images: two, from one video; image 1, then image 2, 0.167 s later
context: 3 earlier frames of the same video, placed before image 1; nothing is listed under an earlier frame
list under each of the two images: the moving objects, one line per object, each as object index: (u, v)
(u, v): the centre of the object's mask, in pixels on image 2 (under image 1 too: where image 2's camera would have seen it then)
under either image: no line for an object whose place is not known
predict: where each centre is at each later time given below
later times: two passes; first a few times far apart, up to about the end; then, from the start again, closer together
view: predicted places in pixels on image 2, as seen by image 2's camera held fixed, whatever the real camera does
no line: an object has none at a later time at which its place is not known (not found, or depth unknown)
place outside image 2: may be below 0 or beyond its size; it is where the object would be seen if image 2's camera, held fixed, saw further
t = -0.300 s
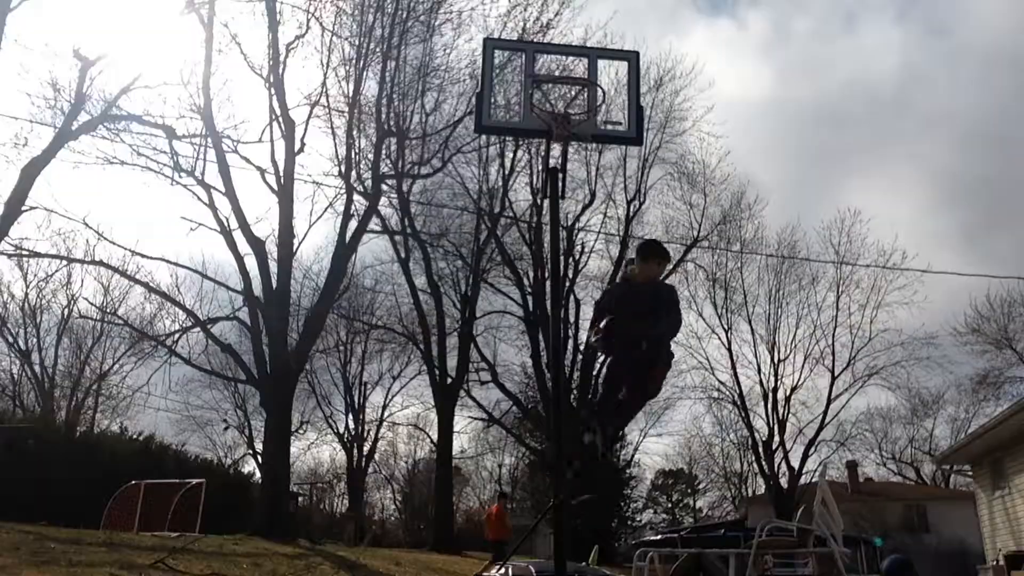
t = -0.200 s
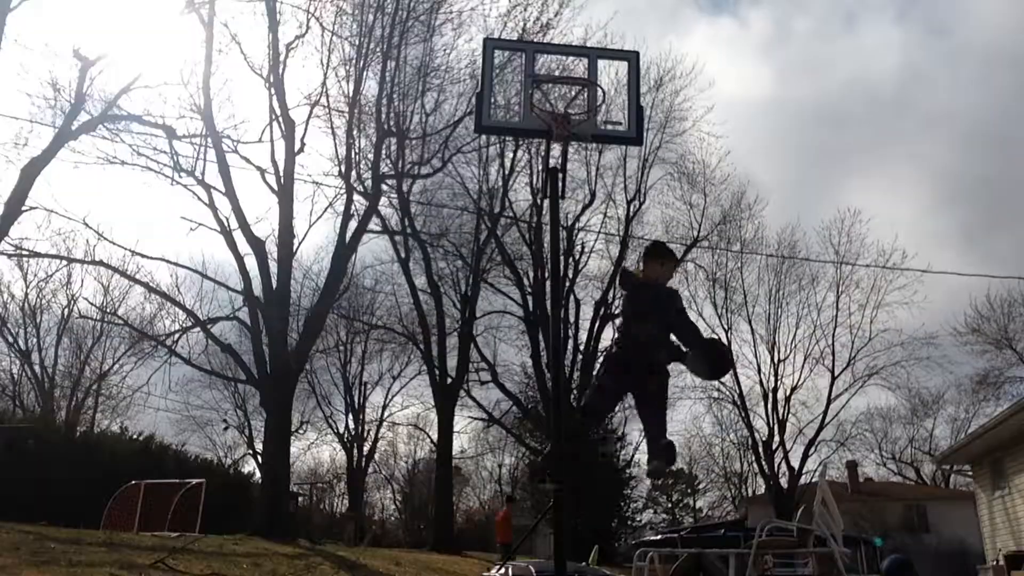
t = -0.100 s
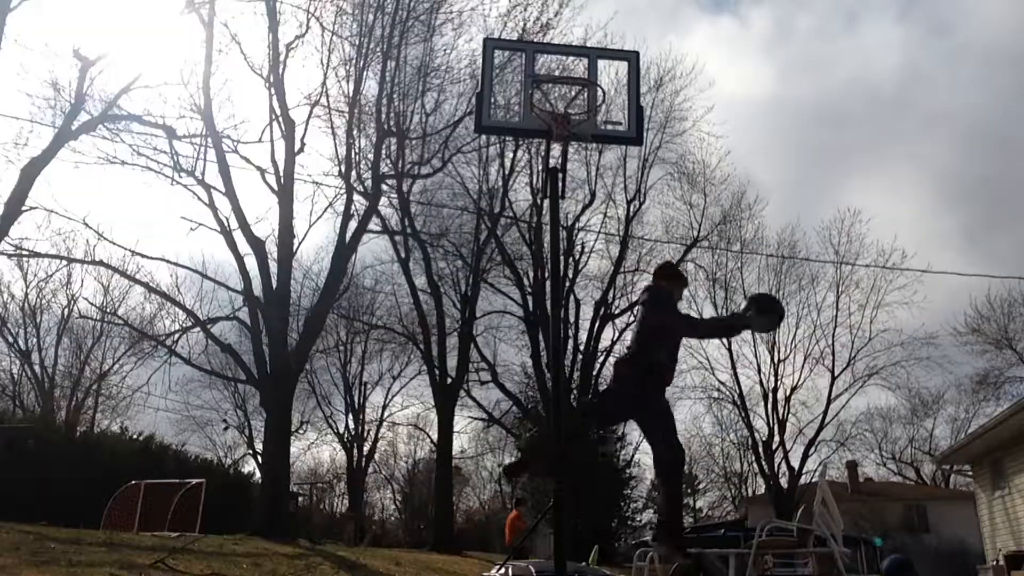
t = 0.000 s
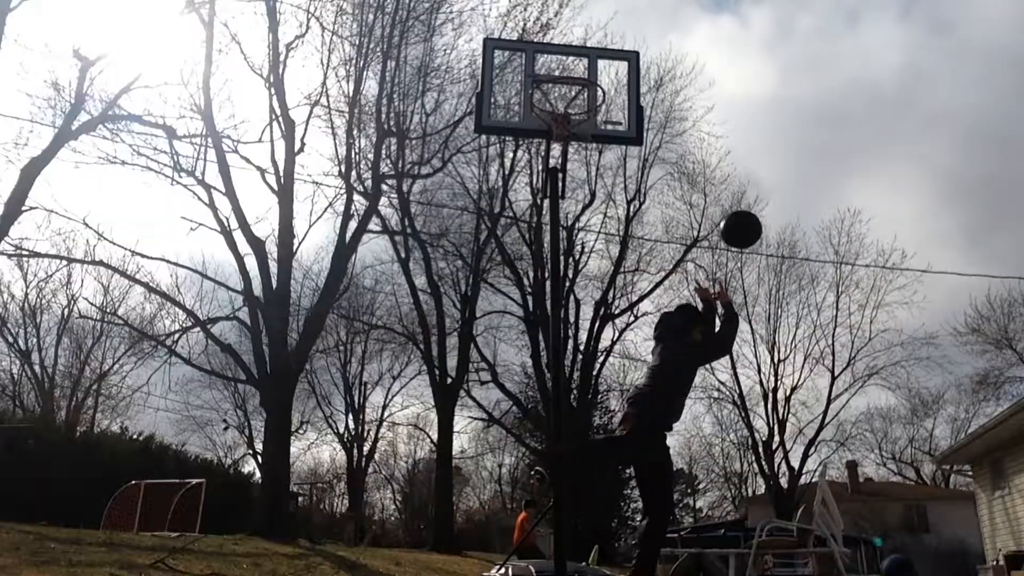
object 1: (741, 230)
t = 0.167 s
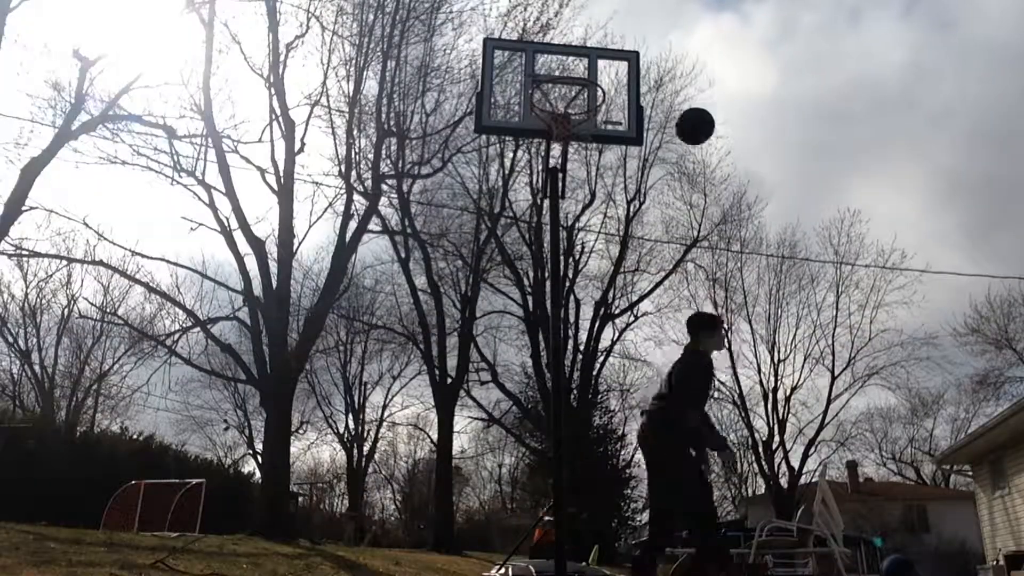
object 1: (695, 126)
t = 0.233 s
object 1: (679, 98)
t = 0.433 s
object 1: (635, 50)
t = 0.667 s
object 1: (590, 64)
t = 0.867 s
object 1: (560, 103)
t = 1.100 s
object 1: (560, 123)
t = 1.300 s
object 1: (573, 176)
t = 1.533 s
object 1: (595, 327)
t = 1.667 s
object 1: (612, 475)
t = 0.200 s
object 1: (687, 111)
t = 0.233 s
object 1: (679, 98)
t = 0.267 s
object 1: (671, 86)
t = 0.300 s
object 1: (664, 76)
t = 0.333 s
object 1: (656, 68)
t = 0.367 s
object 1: (649, 60)
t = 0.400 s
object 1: (642, 55)
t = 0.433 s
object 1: (635, 50)
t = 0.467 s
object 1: (629, 48)
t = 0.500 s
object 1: (622, 47)
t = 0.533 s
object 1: (615, 47)
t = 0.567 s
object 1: (609, 48)
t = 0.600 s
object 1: (603, 51)
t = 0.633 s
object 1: (596, 56)
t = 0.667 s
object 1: (590, 64)
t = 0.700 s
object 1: (583, 68)
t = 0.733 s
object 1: (576, 77)
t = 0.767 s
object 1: (571, 88)
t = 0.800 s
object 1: (564, 99)
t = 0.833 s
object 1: (562, 100)
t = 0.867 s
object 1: (560, 103)
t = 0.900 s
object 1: (557, 111)
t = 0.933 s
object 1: (555, 117)
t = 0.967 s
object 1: (555, 119)
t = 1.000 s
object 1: (555, 119)
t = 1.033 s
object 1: (556, 120)
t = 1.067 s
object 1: (558, 120)
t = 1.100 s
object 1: (560, 123)
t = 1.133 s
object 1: (561, 127)
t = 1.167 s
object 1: (562, 132)
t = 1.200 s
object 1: (564, 137)
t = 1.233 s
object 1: (565, 142)
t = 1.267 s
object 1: (571, 162)
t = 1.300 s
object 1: (573, 176)
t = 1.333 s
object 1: (576, 191)
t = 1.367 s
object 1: (578, 208)
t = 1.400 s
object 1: (582, 227)
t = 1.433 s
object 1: (585, 249)
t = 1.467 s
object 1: (588, 273)
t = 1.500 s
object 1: (592, 299)
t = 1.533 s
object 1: (595, 327)
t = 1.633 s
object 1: (607, 433)
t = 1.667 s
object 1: (612, 475)
